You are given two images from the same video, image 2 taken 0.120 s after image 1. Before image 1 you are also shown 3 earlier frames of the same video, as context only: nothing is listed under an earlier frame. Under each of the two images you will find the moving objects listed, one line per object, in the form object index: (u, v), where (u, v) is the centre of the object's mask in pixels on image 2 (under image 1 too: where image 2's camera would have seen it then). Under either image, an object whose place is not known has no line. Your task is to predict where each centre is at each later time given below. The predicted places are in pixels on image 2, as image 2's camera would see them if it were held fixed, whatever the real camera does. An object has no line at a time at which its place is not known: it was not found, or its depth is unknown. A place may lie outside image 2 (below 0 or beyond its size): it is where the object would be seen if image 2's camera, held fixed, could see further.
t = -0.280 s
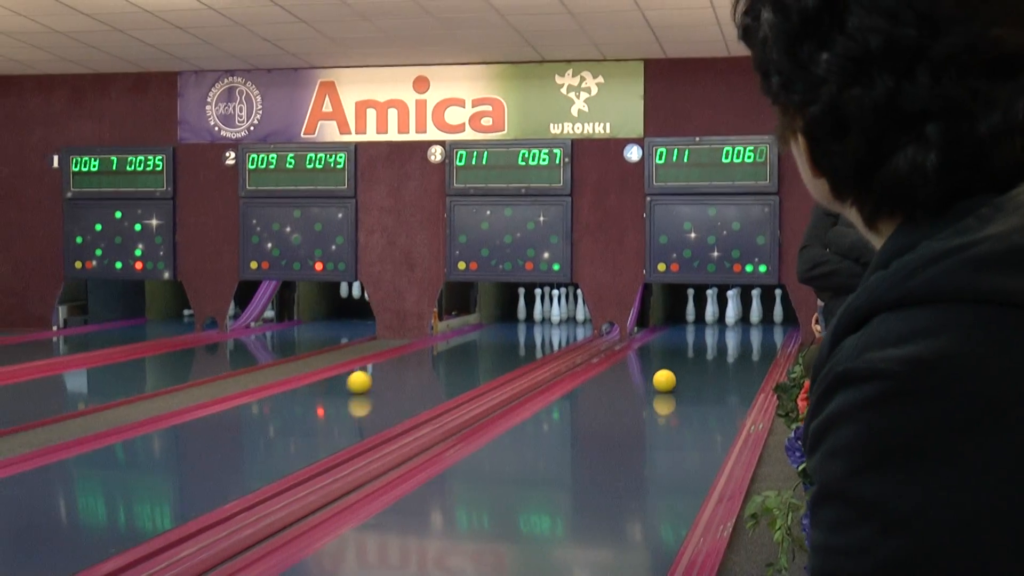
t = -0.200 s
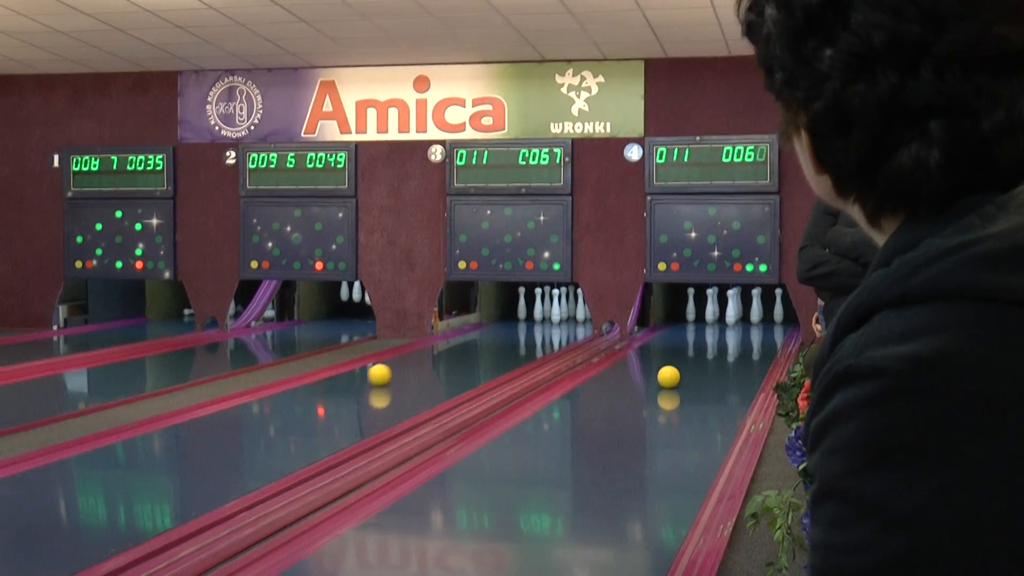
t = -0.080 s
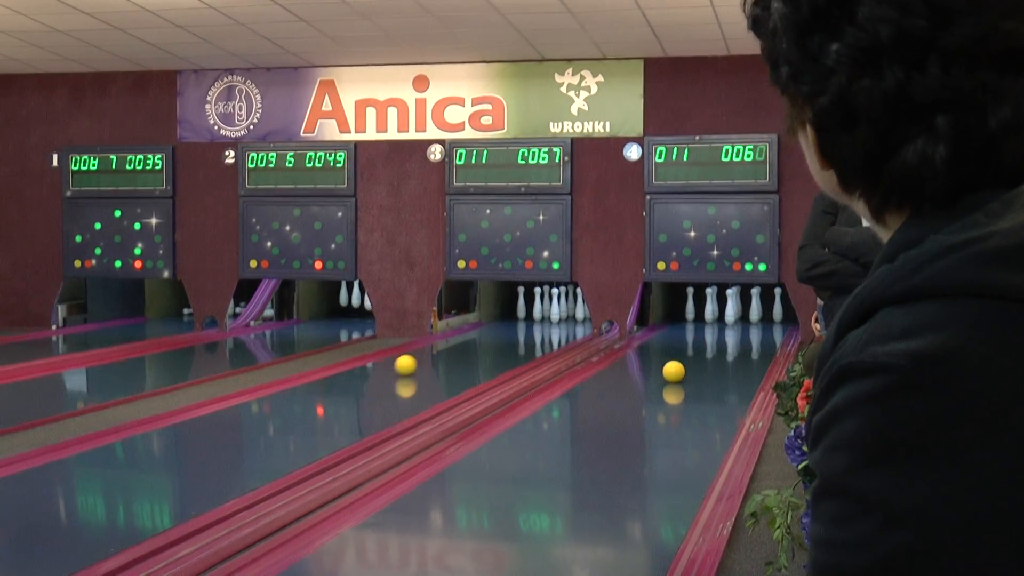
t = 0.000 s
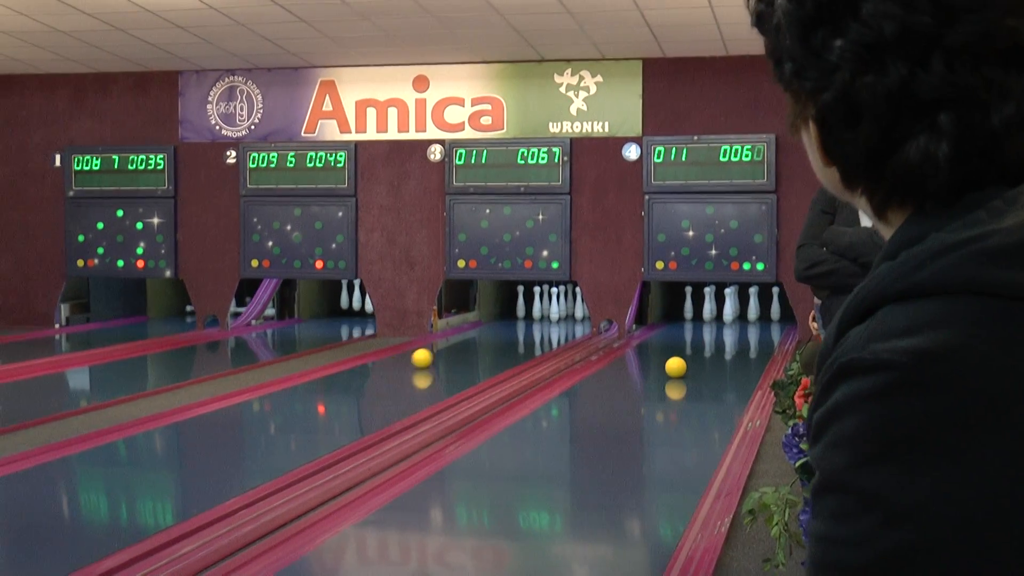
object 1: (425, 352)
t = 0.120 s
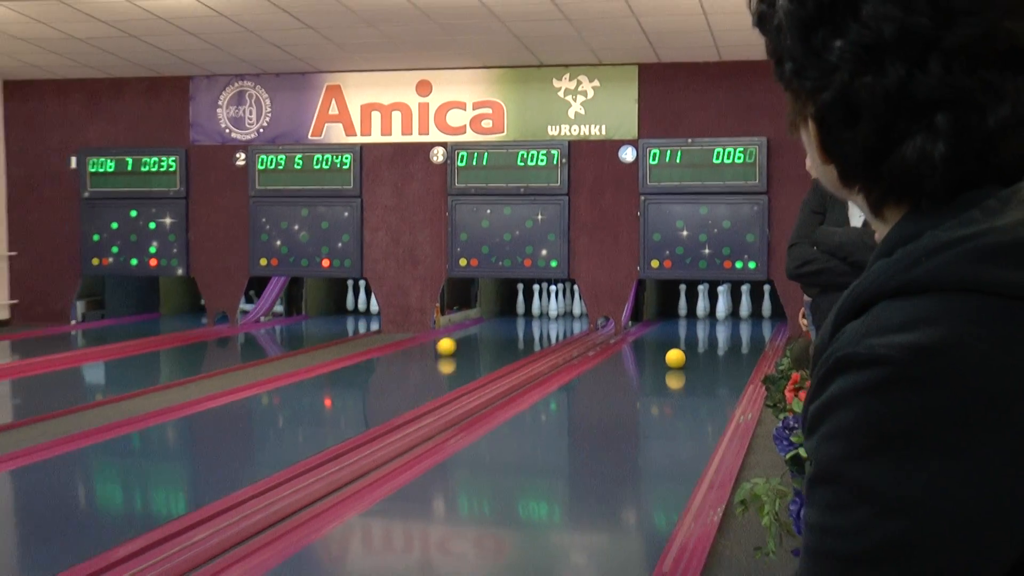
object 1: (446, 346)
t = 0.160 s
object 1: (453, 345)
